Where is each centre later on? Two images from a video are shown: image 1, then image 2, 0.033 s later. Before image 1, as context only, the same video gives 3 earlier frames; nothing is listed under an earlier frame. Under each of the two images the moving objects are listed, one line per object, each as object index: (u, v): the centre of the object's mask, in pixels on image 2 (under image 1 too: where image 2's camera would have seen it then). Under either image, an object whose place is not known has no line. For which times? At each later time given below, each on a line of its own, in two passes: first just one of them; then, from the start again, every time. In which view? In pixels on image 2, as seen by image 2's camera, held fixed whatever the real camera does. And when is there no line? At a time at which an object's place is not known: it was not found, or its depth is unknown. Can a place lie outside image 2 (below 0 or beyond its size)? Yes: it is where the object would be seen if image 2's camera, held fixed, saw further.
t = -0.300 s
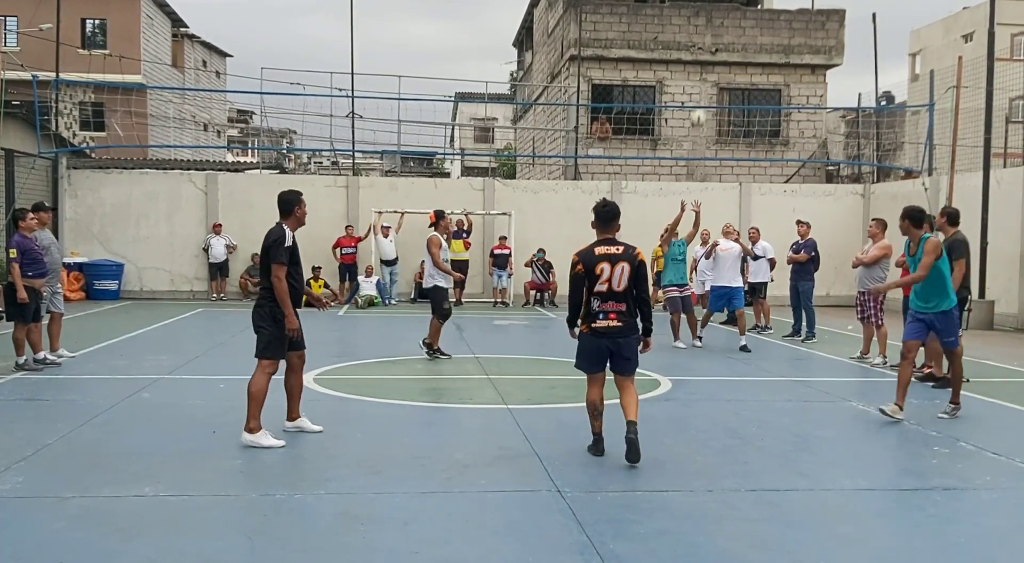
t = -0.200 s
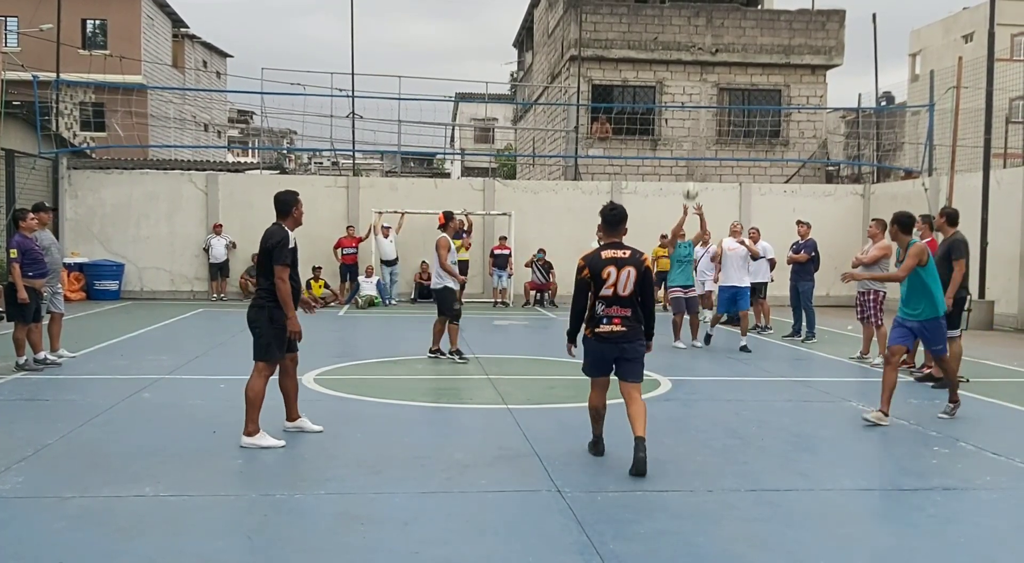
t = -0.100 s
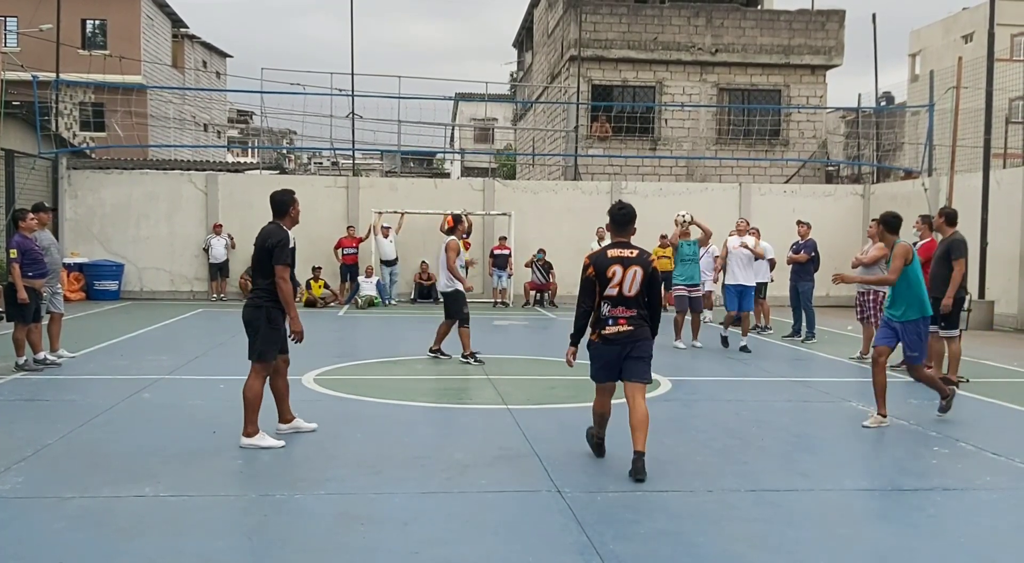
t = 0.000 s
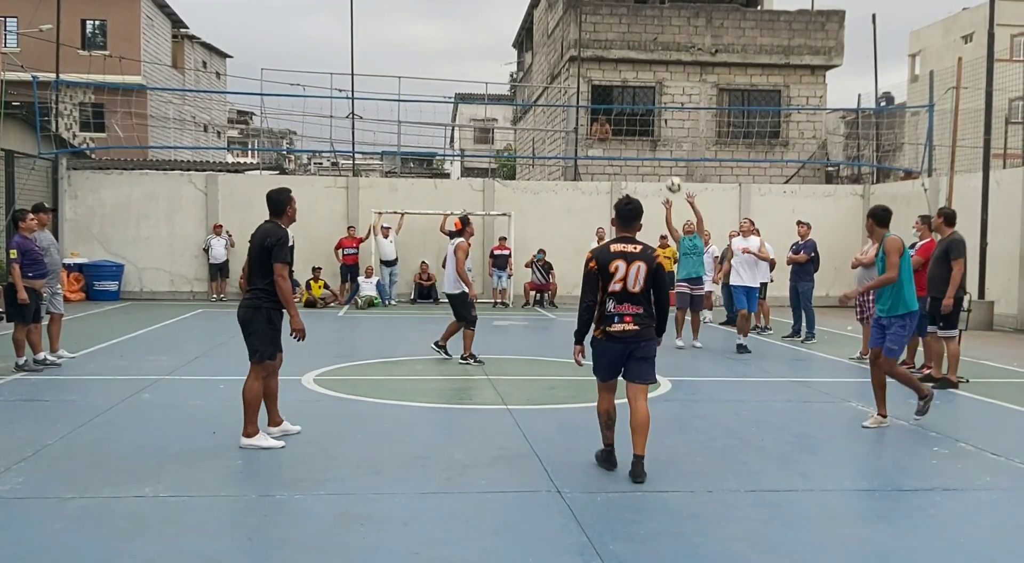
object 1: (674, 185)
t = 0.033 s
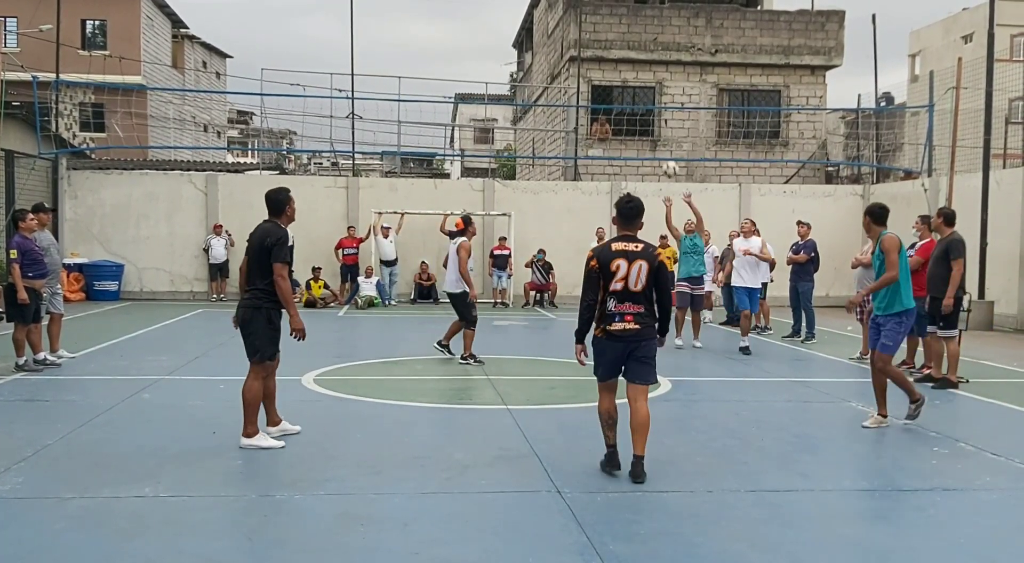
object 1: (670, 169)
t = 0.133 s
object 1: (658, 128)
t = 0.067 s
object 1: (667, 152)
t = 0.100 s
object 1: (663, 141)
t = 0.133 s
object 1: (658, 128)
